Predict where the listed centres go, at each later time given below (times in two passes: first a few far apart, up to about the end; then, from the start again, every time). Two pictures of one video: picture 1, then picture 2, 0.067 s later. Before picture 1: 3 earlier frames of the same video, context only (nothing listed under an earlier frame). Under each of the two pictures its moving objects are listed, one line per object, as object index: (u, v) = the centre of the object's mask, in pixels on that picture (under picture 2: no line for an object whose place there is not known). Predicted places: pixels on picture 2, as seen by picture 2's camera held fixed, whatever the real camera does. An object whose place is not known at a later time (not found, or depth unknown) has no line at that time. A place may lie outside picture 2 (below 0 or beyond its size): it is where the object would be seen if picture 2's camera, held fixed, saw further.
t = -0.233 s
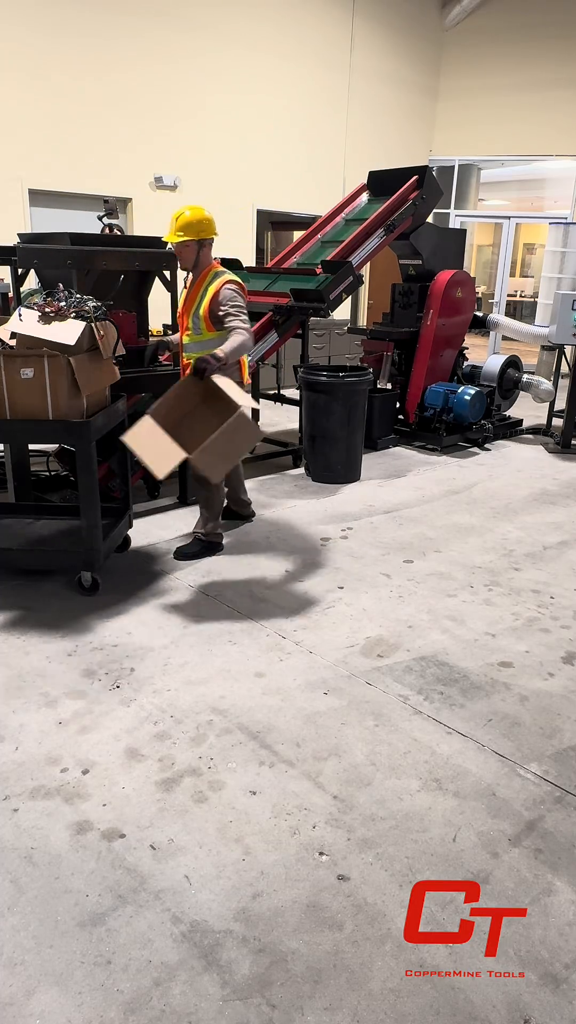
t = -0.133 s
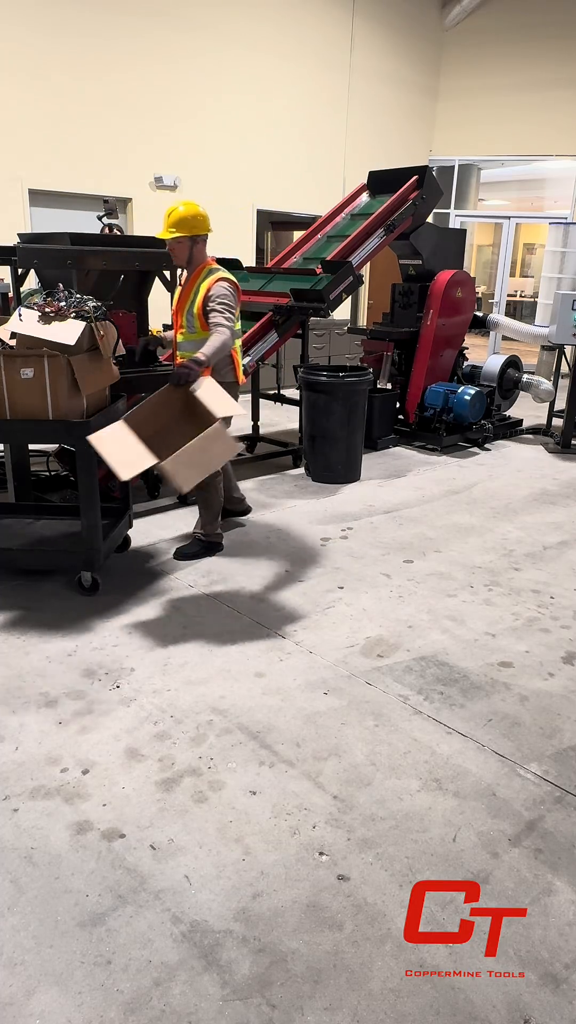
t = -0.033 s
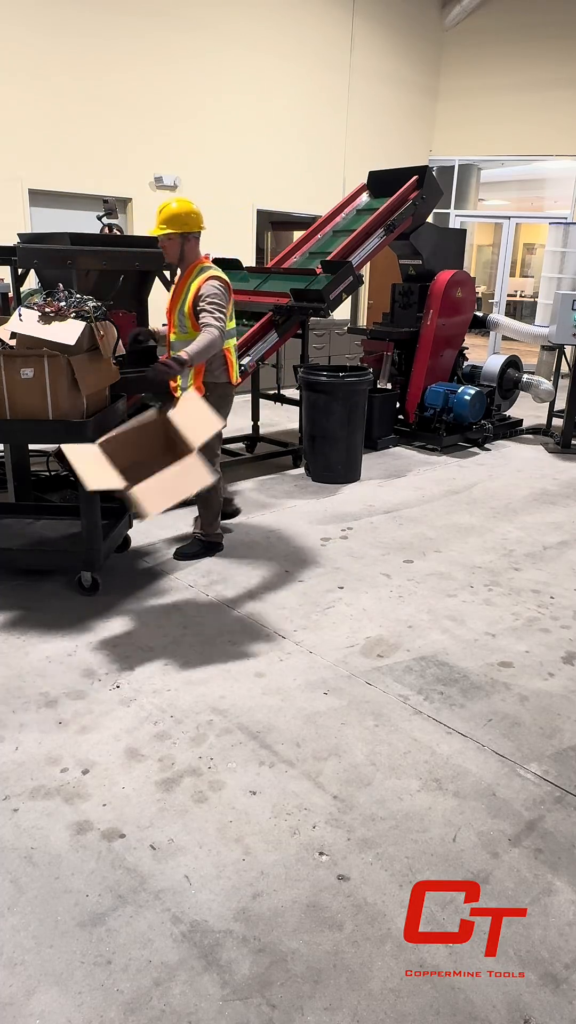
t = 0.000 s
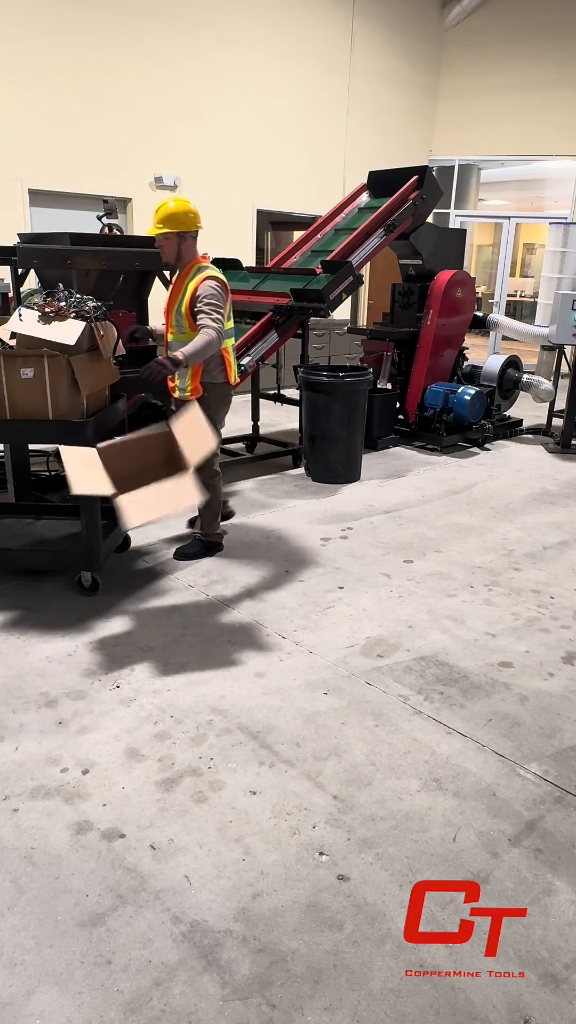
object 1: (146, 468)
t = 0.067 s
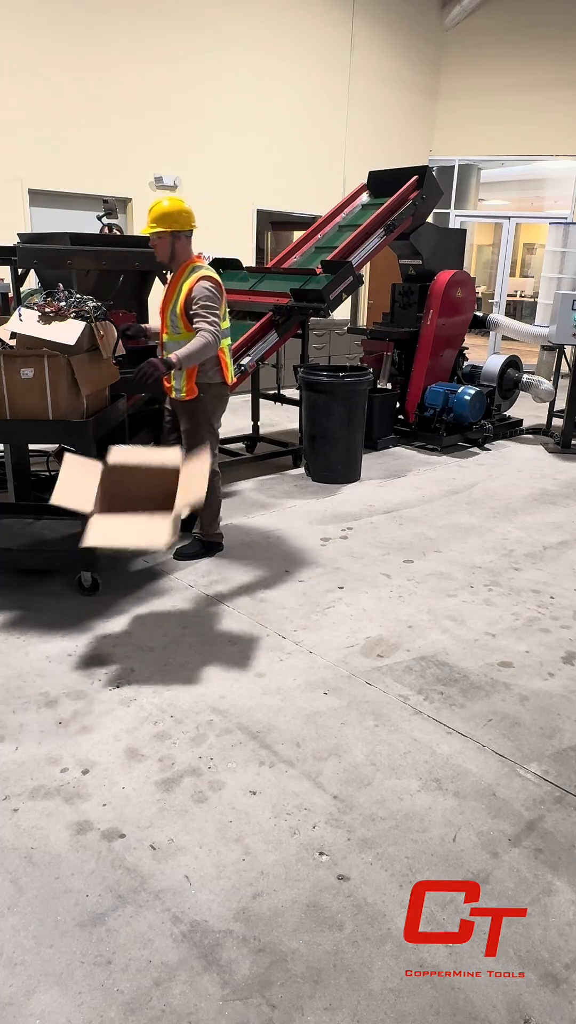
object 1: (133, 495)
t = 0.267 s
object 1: (110, 606)
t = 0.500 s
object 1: (99, 628)
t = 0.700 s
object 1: (99, 629)
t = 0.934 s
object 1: (99, 629)
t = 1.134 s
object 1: (99, 629)
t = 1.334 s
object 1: (100, 628)
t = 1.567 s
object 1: (99, 629)
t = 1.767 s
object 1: (99, 629)
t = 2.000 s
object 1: (99, 629)
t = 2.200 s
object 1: (99, 629)
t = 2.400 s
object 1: (99, 629)
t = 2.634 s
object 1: (99, 629)
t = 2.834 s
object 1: (99, 629)
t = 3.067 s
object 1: (99, 629)
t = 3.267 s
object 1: (99, 629)
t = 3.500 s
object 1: (99, 629)
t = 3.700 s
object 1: (99, 629)
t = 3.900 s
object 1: (99, 629)
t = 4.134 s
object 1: (99, 629)
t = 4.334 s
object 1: (99, 629)
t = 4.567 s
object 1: (99, 629)
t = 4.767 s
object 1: (99, 629)
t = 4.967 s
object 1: (100, 629)
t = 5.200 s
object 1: (100, 629)
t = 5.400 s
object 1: (99, 629)
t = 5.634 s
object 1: (99, 629)
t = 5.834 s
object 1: (99, 629)
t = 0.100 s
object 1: (131, 511)
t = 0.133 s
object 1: (128, 528)
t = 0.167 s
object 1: (124, 546)
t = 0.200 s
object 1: (121, 566)
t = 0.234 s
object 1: (118, 589)
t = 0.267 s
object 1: (110, 606)
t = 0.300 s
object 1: (102, 616)
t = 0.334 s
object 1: (100, 623)
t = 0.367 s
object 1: (98, 629)
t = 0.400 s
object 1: (101, 630)
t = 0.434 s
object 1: (102, 629)
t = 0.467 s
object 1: (101, 628)
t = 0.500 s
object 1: (99, 628)
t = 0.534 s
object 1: (98, 628)
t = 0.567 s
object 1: (98, 628)
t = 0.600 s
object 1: (99, 628)
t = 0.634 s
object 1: (99, 629)
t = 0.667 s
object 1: (99, 629)
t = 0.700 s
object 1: (99, 629)
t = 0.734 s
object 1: (100, 629)
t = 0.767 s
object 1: (100, 629)
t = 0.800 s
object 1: (99, 629)
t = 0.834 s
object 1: (99, 629)
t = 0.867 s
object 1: (99, 629)
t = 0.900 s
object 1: (99, 629)
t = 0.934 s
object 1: (99, 629)
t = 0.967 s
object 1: (99, 629)
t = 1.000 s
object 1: (99, 629)
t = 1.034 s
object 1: (99, 629)
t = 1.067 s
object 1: (99, 629)
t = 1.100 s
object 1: (99, 629)
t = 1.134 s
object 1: (99, 629)
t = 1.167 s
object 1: (99, 629)
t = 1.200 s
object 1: (99, 629)
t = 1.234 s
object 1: (99, 629)
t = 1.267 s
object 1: (99, 629)
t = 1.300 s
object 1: (99, 629)
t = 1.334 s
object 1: (100, 628)
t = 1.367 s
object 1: (99, 629)
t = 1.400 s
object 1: (99, 629)
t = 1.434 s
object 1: (99, 629)
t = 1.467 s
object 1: (99, 629)
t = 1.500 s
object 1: (99, 629)
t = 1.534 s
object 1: (99, 629)
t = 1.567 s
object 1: (99, 629)
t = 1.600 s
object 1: (99, 629)
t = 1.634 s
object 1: (99, 629)
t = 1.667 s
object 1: (99, 629)
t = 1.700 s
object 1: (99, 629)
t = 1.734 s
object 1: (99, 629)
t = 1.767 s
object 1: (99, 629)
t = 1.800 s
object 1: (99, 629)
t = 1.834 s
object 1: (99, 629)
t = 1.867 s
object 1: (99, 629)
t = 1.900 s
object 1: (99, 629)
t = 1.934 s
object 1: (99, 629)
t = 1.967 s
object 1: (99, 629)
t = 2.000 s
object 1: (99, 629)
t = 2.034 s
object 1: (99, 629)
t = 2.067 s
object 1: (99, 629)
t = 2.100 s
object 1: (99, 629)
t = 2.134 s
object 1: (99, 629)
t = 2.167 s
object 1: (99, 629)
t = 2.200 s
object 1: (99, 629)
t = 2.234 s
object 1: (99, 629)
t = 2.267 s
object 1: (99, 629)
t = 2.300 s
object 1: (99, 629)
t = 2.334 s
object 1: (99, 629)
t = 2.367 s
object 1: (99, 629)
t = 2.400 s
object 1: (99, 629)
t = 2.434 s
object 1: (99, 629)
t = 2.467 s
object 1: (99, 629)
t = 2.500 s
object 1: (99, 629)
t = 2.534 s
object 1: (99, 629)
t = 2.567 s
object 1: (99, 629)
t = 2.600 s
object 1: (99, 629)
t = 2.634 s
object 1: (99, 629)
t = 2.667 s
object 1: (99, 629)
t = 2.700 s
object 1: (99, 629)
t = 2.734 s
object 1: (99, 629)
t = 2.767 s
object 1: (99, 629)
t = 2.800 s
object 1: (99, 629)
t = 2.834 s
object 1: (99, 629)
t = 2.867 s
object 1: (99, 629)
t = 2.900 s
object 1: (99, 629)
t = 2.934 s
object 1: (99, 629)
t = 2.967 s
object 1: (99, 629)
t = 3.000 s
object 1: (99, 629)
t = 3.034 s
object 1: (99, 629)
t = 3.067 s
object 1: (99, 629)
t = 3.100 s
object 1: (99, 629)
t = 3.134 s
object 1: (99, 629)
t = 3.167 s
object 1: (99, 629)
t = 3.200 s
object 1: (99, 629)
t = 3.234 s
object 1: (99, 629)
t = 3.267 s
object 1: (99, 629)
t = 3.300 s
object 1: (99, 629)
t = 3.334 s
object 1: (99, 629)
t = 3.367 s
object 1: (99, 629)
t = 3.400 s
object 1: (99, 629)
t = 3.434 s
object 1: (99, 629)
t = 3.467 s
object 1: (99, 629)
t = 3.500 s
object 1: (99, 629)
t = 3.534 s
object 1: (99, 629)
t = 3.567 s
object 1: (99, 629)
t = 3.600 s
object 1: (99, 629)
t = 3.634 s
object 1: (99, 629)
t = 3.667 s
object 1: (99, 629)
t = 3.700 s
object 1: (99, 629)
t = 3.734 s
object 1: (99, 629)
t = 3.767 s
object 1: (99, 629)
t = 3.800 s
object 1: (99, 629)
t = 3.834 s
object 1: (99, 629)
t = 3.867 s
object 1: (99, 629)
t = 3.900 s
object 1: (99, 629)
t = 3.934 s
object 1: (99, 629)
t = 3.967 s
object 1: (99, 629)
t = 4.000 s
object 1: (99, 629)
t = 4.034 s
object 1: (99, 629)
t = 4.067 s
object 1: (99, 629)
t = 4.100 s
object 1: (99, 629)
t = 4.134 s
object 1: (99, 629)
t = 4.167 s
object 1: (99, 629)
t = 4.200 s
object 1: (99, 629)
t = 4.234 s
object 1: (99, 629)
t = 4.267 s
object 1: (99, 629)
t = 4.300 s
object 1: (100, 629)
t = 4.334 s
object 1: (99, 629)
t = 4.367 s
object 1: (99, 629)
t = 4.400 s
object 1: (99, 629)
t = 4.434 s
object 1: (99, 629)
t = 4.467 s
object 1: (99, 629)
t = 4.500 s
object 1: (99, 629)
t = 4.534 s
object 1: (99, 629)
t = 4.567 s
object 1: (99, 629)
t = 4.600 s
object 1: (99, 629)
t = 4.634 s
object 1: (99, 629)
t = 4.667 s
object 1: (99, 629)
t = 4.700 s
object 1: (99, 629)
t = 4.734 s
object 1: (99, 629)
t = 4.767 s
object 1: (99, 629)
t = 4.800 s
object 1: (99, 629)
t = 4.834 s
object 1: (99, 629)
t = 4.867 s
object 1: (100, 629)
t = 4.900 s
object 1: (100, 629)
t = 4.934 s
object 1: (100, 629)
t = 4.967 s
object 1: (100, 629)
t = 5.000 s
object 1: (100, 629)
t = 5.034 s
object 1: (100, 629)
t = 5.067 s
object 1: (100, 629)
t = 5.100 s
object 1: (100, 629)
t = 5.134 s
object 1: (99, 629)
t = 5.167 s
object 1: (100, 629)
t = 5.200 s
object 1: (100, 629)
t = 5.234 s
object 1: (100, 629)
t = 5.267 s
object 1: (100, 629)
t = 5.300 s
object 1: (100, 629)
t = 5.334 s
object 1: (100, 629)
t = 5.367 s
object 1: (100, 629)
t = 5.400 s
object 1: (99, 629)
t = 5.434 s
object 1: (100, 629)
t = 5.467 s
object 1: (100, 629)
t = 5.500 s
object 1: (99, 629)
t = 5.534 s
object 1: (100, 629)
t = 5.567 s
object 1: (99, 629)
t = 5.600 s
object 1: (99, 629)
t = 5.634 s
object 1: (99, 629)
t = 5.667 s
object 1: (100, 629)
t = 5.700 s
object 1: (99, 629)
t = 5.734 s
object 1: (99, 629)
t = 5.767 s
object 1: (99, 629)
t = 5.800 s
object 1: (99, 629)
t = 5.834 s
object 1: (99, 629)
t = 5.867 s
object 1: (100, 629)
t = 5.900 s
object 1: (99, 629)
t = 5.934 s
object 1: (99, 629)
